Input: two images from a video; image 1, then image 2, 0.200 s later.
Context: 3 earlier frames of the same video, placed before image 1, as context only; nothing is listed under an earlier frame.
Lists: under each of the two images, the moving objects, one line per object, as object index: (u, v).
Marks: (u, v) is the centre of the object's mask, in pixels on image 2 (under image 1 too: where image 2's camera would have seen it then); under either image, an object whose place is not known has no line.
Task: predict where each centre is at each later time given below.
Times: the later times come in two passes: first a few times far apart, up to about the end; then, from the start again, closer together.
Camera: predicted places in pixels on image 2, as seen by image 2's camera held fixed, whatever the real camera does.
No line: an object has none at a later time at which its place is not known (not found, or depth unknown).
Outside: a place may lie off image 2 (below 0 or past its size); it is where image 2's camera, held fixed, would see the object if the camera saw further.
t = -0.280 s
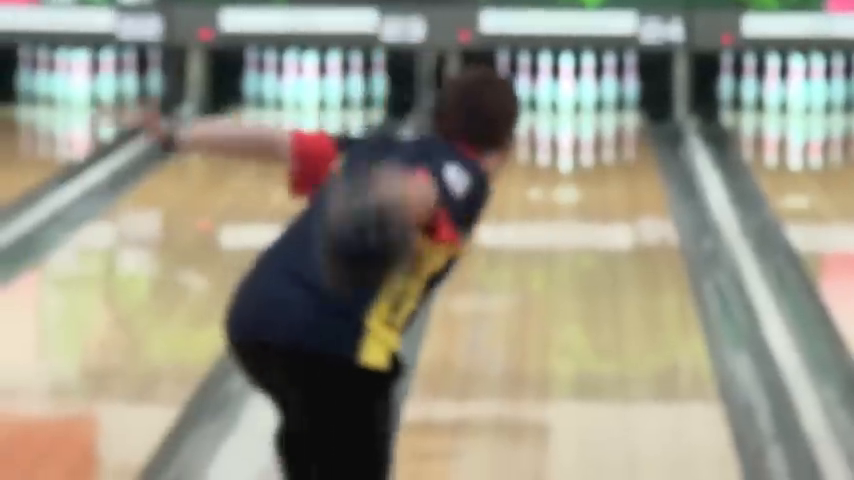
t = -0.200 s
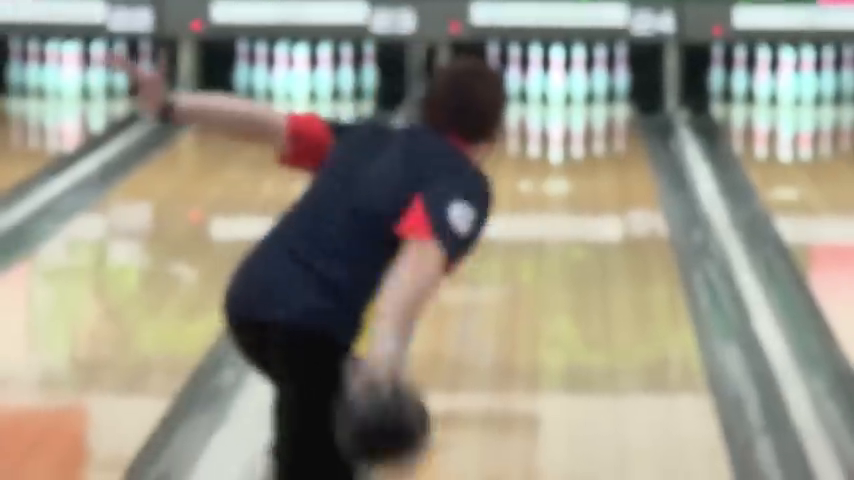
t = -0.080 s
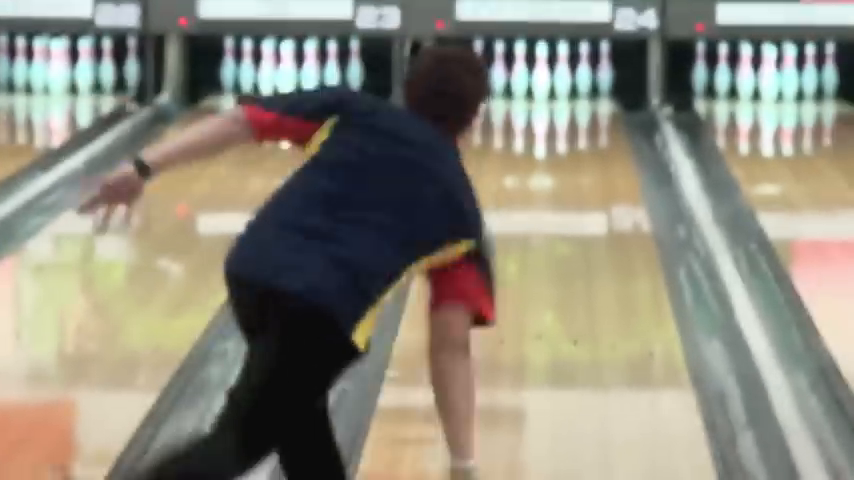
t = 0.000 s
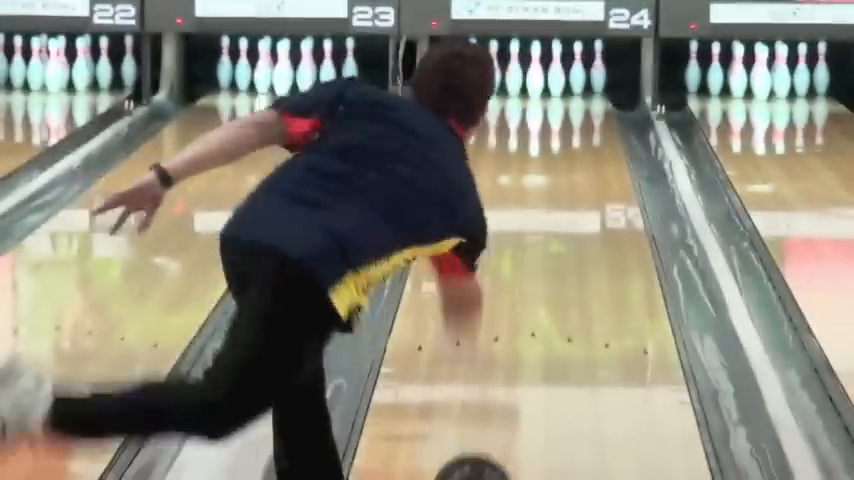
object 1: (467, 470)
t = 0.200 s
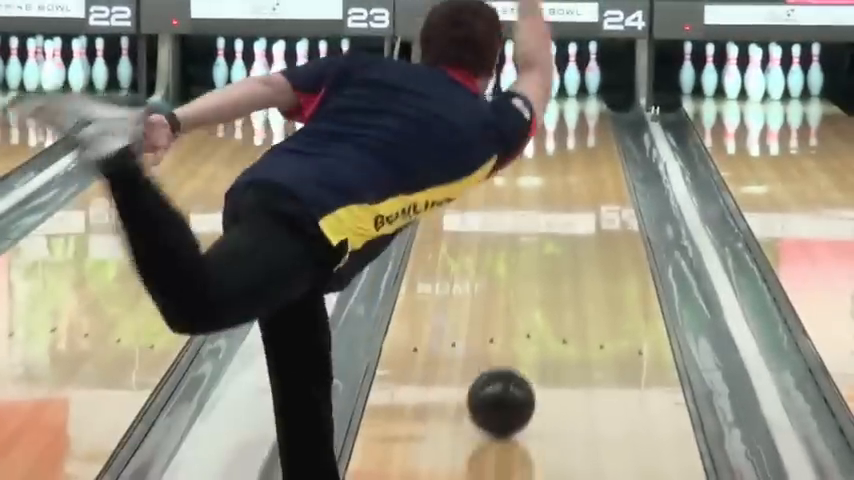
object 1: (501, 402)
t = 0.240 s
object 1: (506, 387)
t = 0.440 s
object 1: (528, 321)
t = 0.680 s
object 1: (546, 261)
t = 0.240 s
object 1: (506, 387)
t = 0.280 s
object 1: (511, 372)
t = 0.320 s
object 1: (515, 358)
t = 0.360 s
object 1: (520, 345)
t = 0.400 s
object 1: (524, 333)
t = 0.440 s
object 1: (528, 321)
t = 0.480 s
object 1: (532, 310)
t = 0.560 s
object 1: (548, 290)
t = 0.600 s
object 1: (541, 280)
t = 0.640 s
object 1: (543, 270)
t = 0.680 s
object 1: (546, 261)
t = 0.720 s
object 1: (548, 253)
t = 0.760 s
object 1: (550, 244)
